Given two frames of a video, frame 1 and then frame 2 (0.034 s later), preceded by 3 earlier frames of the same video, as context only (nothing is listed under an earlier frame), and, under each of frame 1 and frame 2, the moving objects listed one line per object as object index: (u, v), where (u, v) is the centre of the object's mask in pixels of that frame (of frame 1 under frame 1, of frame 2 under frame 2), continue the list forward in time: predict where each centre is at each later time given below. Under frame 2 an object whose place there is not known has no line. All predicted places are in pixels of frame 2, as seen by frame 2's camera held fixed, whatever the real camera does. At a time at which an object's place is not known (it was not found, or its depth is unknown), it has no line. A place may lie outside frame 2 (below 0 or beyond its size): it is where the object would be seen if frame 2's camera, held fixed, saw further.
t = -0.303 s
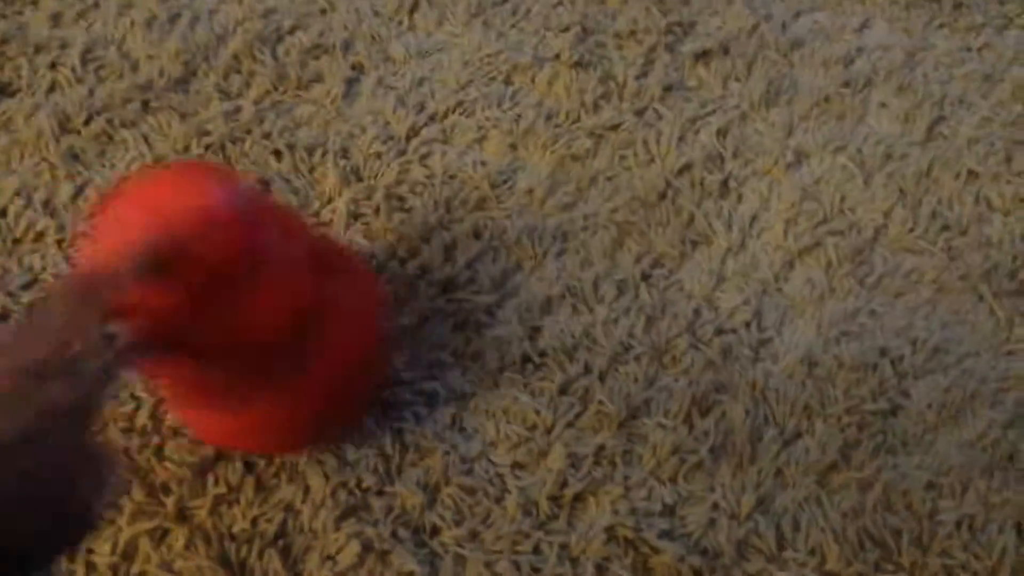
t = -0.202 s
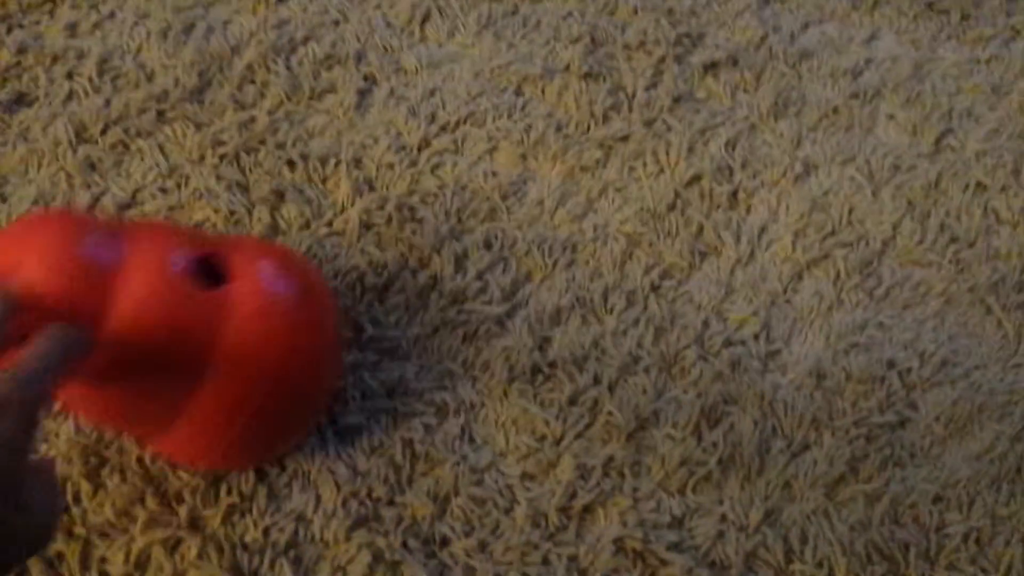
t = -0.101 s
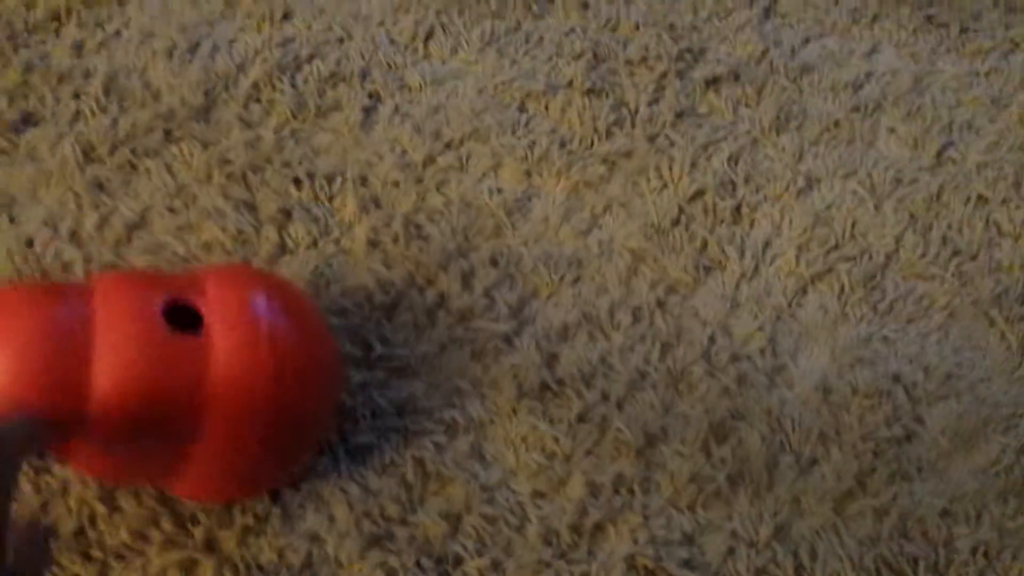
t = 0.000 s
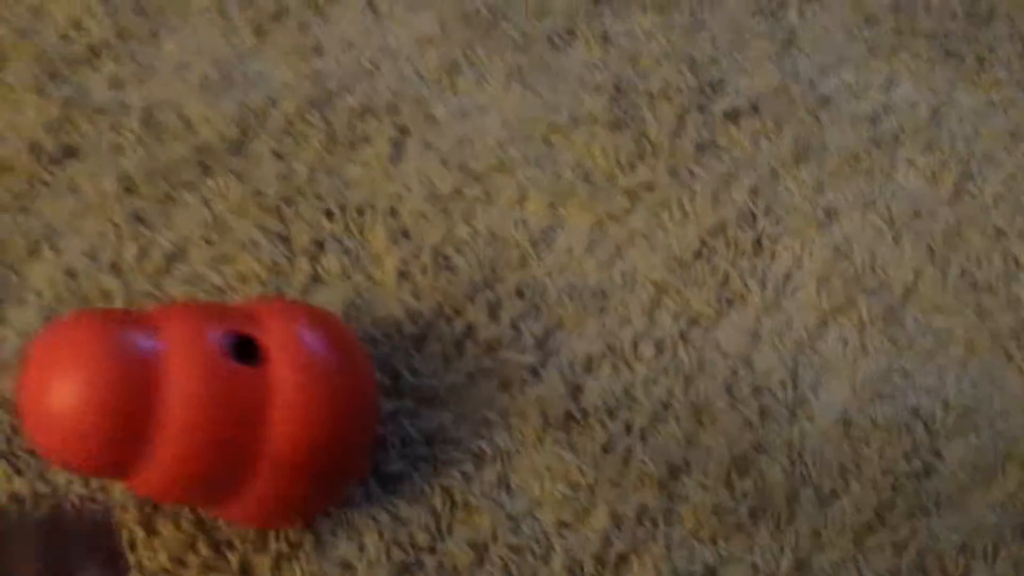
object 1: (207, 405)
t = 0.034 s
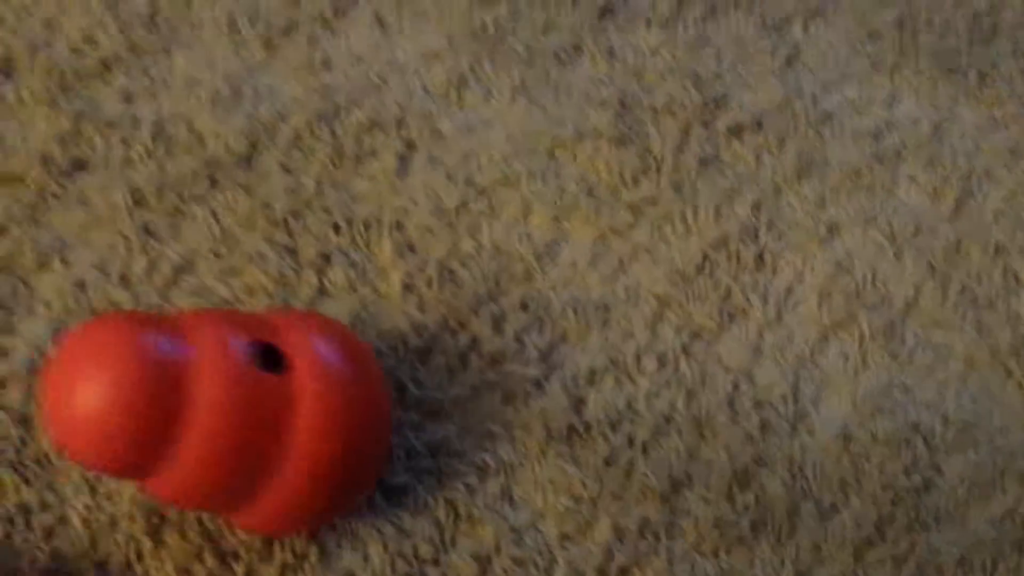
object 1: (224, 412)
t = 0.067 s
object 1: (239, 407)
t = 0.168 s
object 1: (295, 387)
